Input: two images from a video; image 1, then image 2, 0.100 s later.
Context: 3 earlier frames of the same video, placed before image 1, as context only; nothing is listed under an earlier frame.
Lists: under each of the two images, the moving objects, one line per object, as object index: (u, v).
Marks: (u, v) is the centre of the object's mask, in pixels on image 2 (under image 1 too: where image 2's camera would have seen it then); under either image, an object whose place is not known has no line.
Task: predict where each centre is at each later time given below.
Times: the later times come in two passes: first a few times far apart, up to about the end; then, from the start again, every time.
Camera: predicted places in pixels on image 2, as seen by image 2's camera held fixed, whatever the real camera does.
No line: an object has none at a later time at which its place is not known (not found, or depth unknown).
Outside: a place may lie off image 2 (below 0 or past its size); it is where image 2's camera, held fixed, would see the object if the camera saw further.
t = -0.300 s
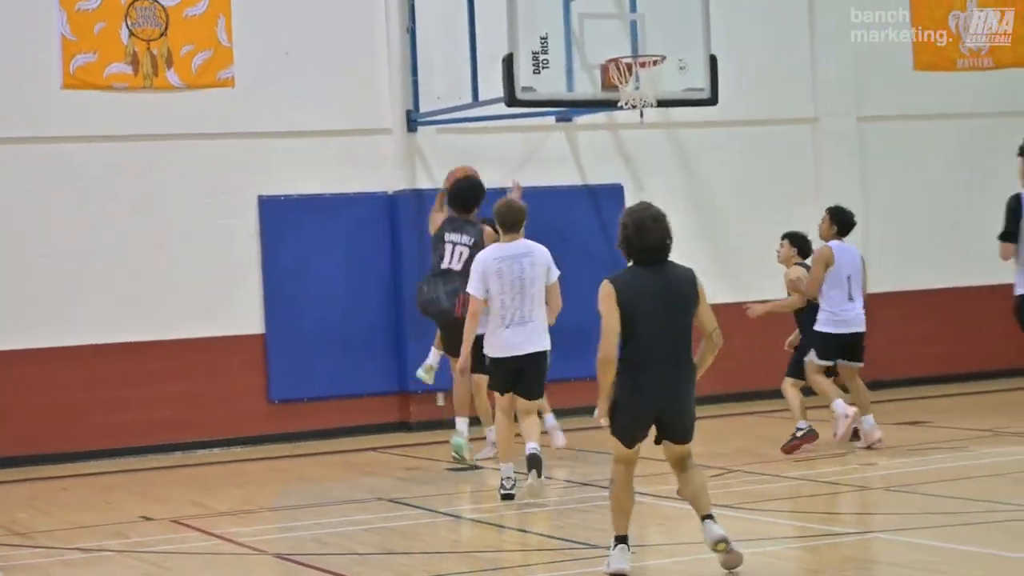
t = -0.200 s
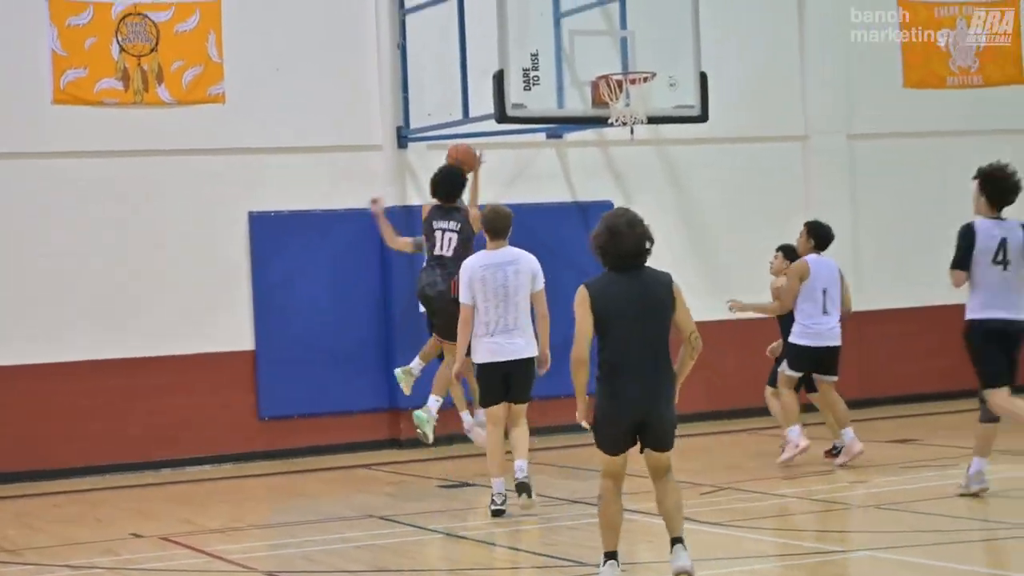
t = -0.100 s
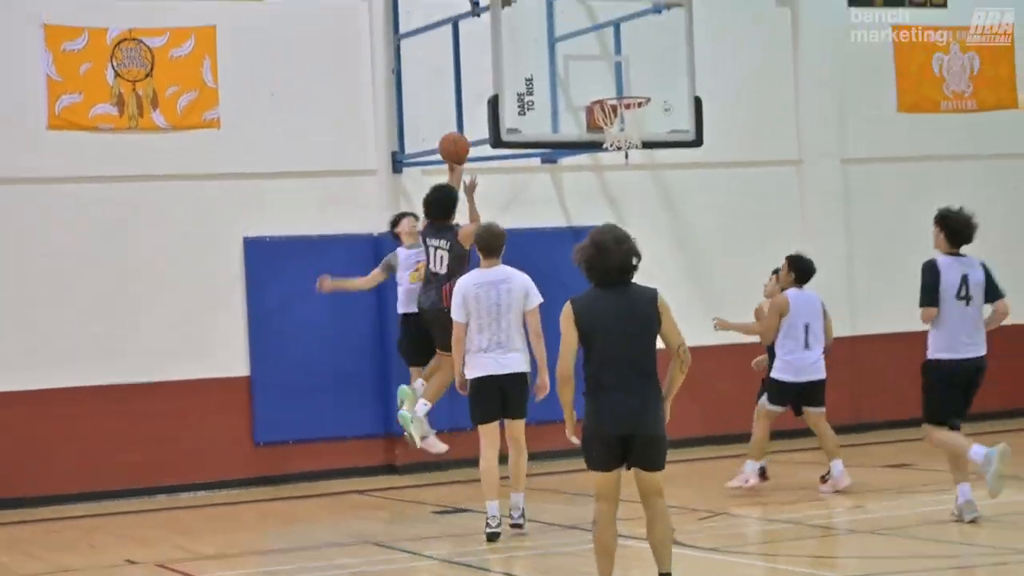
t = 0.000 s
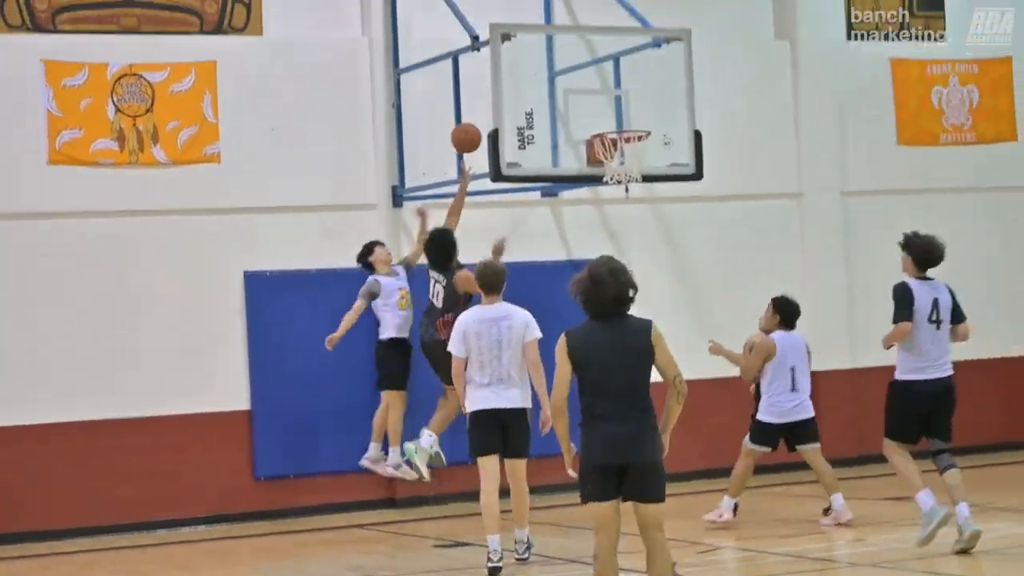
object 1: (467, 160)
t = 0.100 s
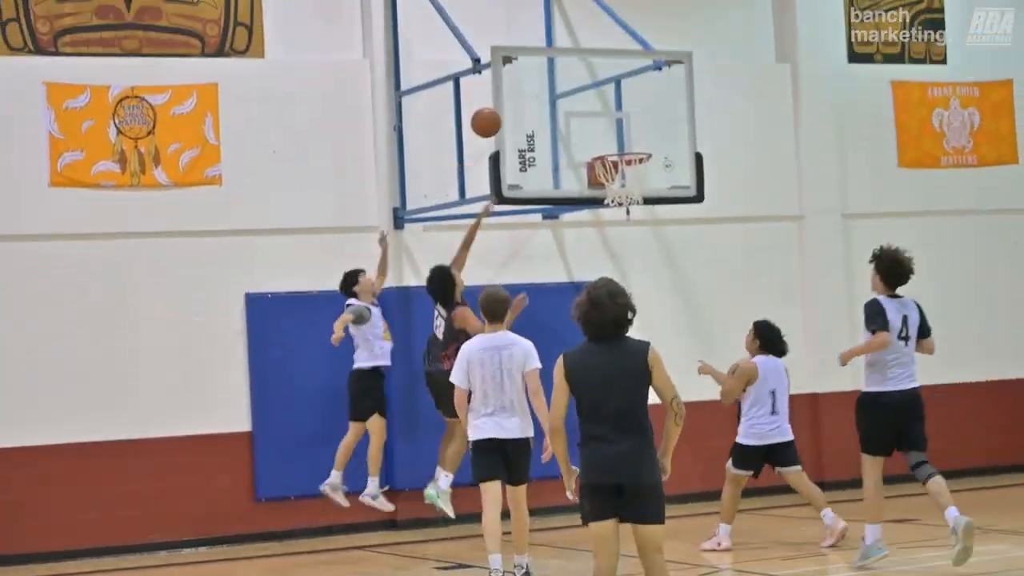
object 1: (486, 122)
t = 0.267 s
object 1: (517, 89)
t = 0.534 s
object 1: (570, 107)
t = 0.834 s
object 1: (600, 116)
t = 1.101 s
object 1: (617, 141)
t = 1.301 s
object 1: (631, 214)
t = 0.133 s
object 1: (492, 112)
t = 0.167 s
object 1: (498, 105)
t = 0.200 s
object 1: (505, 98)
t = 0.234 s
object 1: (511, 92)
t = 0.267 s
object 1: (517, 89)
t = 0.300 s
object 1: (524, 86)
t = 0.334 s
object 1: (530, 85)
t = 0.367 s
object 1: (536, 85)
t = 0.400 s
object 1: (543, 87)
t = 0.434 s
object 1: (549, 90)
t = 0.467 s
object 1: (556, 95)
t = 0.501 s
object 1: (563, 100)
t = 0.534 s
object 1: (570, 107)
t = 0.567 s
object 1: (576, 115)
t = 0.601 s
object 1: (583, 125)
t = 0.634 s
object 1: (590, 136)
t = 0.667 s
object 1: (596, 146)
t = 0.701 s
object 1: (596, 138)
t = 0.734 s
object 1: (596, 129)
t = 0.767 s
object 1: (597, 123)
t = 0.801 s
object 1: (599, 119)
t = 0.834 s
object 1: (600, 116)
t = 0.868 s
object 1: (602, 115)
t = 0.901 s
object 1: (604, 115)
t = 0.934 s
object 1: (606, 116)
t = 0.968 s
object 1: (608, 118)
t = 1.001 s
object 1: (610, 122)
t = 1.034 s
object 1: (613, 127)
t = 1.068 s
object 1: (615, 133)
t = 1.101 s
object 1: (617, 141)
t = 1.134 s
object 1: (619, 149)
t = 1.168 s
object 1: (622, 157)
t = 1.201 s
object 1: (627, 170)
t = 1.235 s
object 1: (630, 180)
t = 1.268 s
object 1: (630, 205)
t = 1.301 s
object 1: (631, 214)
